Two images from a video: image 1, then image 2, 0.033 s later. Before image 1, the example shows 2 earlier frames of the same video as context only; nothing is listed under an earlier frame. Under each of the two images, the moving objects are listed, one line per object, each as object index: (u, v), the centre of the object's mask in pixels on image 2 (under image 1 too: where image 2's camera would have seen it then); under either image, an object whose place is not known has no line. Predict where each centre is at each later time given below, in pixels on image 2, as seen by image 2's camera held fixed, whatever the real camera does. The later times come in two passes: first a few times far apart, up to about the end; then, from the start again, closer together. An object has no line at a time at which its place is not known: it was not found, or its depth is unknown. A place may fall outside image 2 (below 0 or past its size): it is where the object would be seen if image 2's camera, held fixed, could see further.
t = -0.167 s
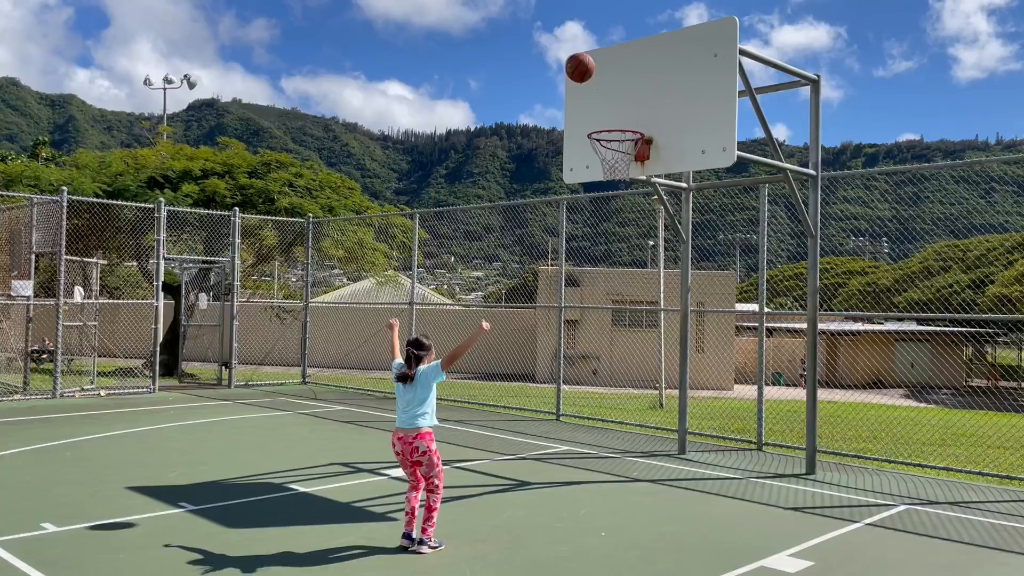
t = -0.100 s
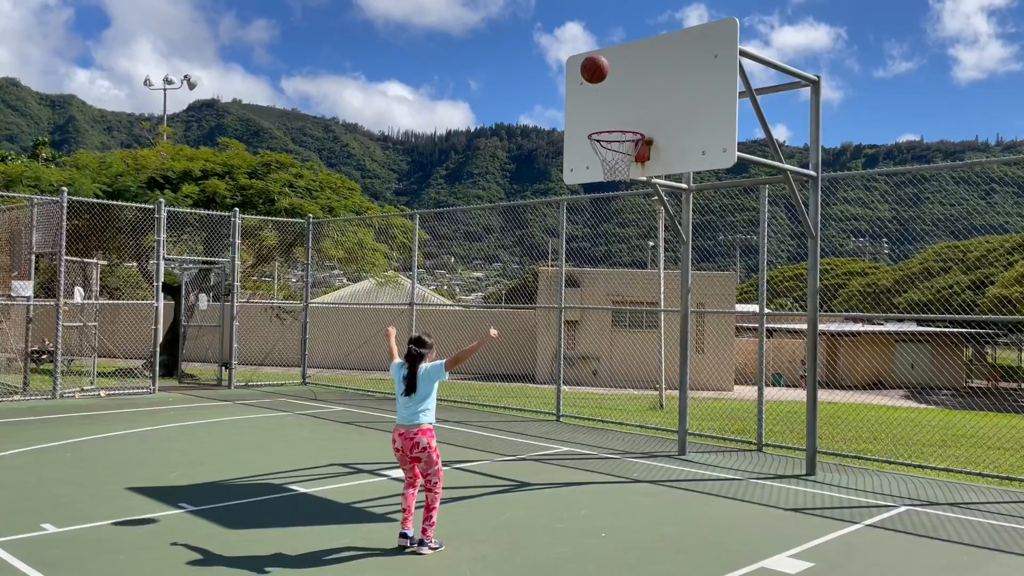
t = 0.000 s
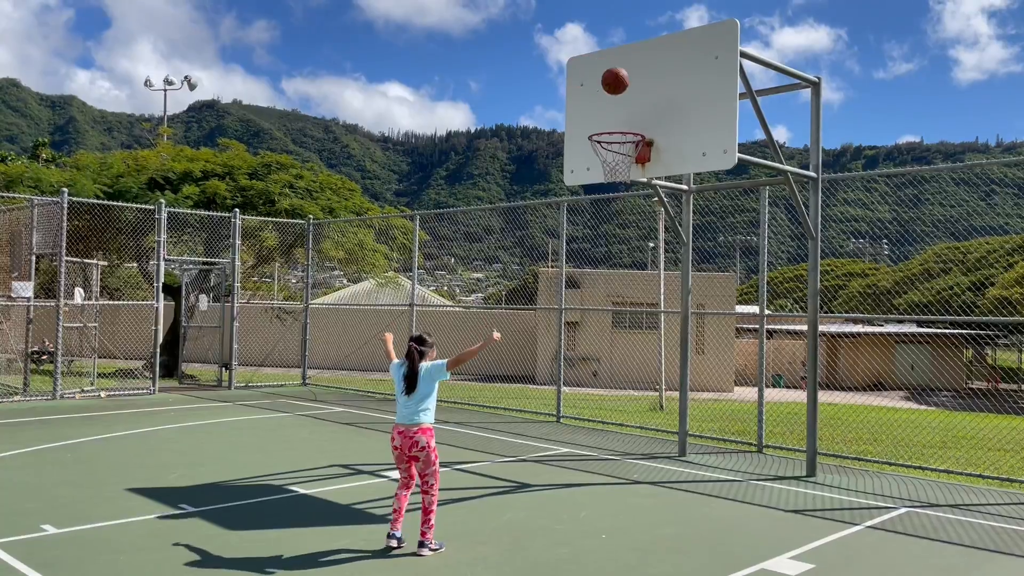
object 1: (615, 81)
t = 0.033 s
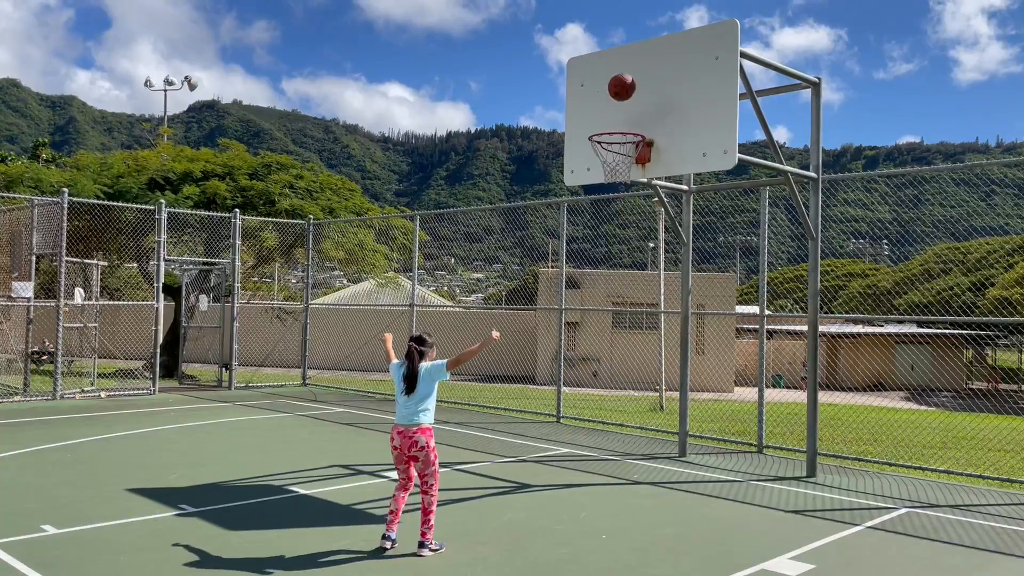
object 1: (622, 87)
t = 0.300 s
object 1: (605, 152)
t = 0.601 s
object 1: (585, 179)
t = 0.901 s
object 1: (563, 321)
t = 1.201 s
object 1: (535, 473)
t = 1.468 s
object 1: (526, 306)
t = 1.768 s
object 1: (507, 237)
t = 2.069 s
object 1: (482, 318)
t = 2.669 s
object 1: (418, 403)
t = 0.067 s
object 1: (628, 94)
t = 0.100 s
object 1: (634, 102)
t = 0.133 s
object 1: (636, 110)
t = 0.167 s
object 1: (630, 116)
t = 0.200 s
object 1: (624, 122)
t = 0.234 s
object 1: (618, 131)
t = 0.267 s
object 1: (611, 141)
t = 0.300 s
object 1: (605, 152)
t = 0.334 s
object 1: (601, 157)
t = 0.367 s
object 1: (599, 156)
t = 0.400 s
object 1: (597, 155)
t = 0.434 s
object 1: (596, 155)
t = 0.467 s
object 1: (594, 157)
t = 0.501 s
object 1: (592, 160)
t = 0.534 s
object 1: (590, 165)
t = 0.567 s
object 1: (588, 171)
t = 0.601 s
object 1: (585, 179)
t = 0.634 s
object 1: (583, 188)
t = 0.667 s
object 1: (580, 199)
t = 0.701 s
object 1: (578, 211)
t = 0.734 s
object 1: (576, 226)
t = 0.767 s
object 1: (574, 241)
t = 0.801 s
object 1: (571, 258)
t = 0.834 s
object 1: (568, 278)
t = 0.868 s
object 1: (566, 298)
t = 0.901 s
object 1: (563, 321)
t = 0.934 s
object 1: (559, 346)
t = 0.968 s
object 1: (556, 372)
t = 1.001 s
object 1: (553, 402)
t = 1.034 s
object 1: (549, 433)
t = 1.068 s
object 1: (545, 468)
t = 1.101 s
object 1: (540, 503)
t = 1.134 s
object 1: (537, 528)
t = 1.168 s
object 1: (536, 500)
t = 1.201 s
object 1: (535, 473)
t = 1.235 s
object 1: (534, 447)
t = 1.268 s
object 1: (534, 423)
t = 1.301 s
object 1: (533, 400)
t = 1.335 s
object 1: (532, 379)
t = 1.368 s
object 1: (531, 358)
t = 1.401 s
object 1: (529, 340)
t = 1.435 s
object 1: (527, 322)
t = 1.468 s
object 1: (526, 306)
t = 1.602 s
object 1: (518, 258)
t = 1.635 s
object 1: (517, 251)
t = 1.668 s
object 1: (514, 244)
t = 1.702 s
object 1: (512, 240)
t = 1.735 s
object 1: (510, 238)
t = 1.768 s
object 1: (507, 237)
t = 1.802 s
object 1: (505, 239)
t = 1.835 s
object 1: (503, 241)
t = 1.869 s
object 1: (500, 246)
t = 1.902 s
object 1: (498, 252)
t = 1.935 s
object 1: (496, 261)
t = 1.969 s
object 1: (493, 272)
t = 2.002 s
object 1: (489, 285)
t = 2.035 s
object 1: (486, 301)
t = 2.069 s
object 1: (482, 318)
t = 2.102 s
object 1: (479, 338)
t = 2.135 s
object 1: (475, 362)
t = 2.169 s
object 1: (472, 387)
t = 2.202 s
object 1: (466, 416)
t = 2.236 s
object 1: (462, 448)
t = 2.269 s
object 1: (457, 483)
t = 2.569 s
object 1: (427, 467)
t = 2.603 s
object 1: (425, 443)
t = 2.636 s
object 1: (421, 422)
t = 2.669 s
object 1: (418, 403)
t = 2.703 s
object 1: (414, 386)
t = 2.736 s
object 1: (412, 371)
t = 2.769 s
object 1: (408, 359)
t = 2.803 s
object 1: (403, 349)
